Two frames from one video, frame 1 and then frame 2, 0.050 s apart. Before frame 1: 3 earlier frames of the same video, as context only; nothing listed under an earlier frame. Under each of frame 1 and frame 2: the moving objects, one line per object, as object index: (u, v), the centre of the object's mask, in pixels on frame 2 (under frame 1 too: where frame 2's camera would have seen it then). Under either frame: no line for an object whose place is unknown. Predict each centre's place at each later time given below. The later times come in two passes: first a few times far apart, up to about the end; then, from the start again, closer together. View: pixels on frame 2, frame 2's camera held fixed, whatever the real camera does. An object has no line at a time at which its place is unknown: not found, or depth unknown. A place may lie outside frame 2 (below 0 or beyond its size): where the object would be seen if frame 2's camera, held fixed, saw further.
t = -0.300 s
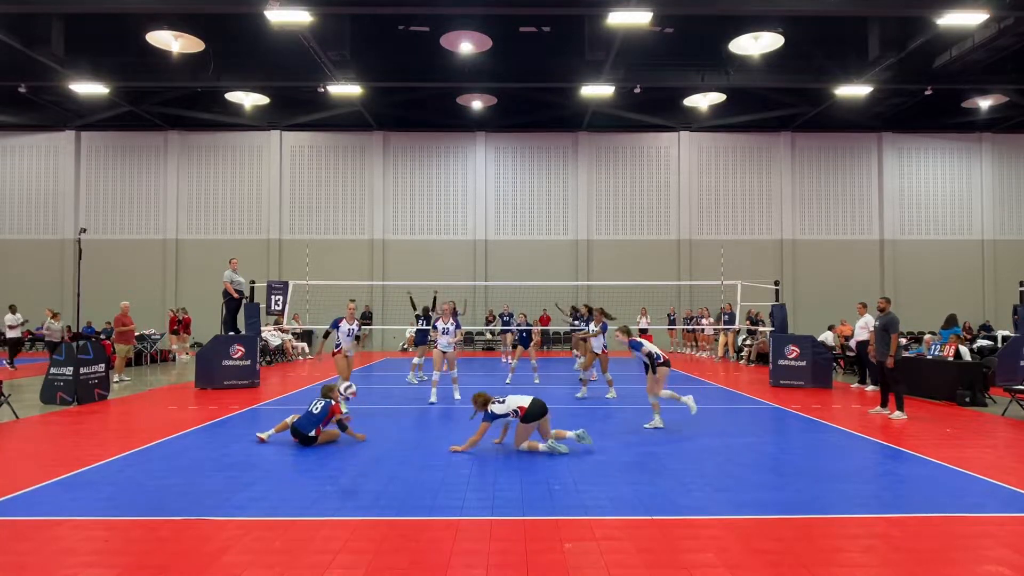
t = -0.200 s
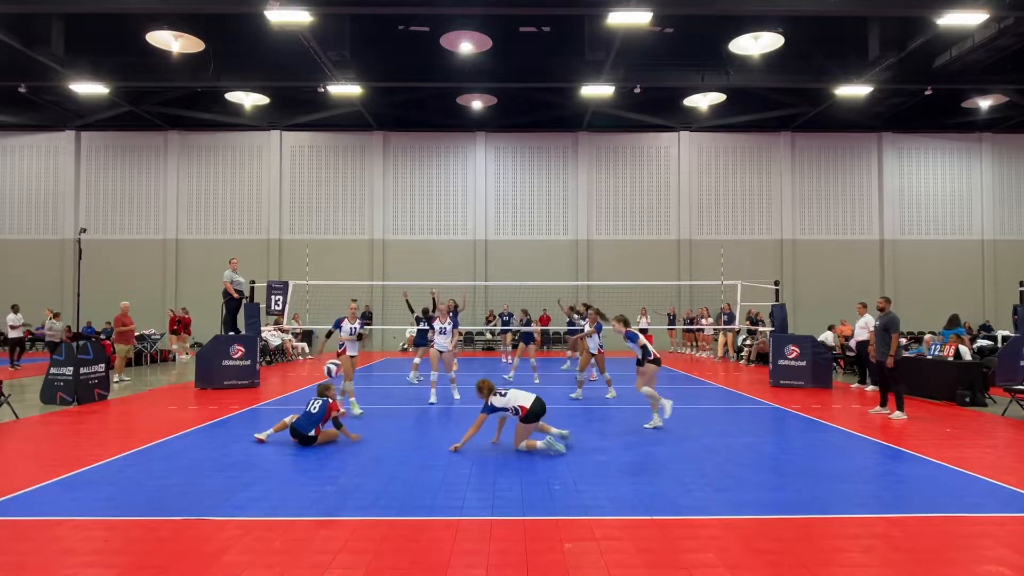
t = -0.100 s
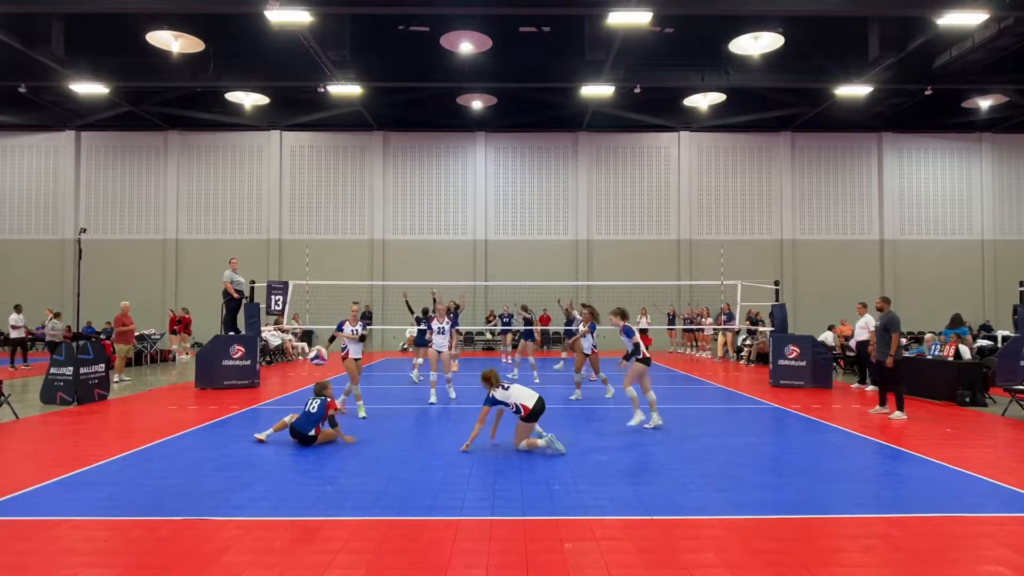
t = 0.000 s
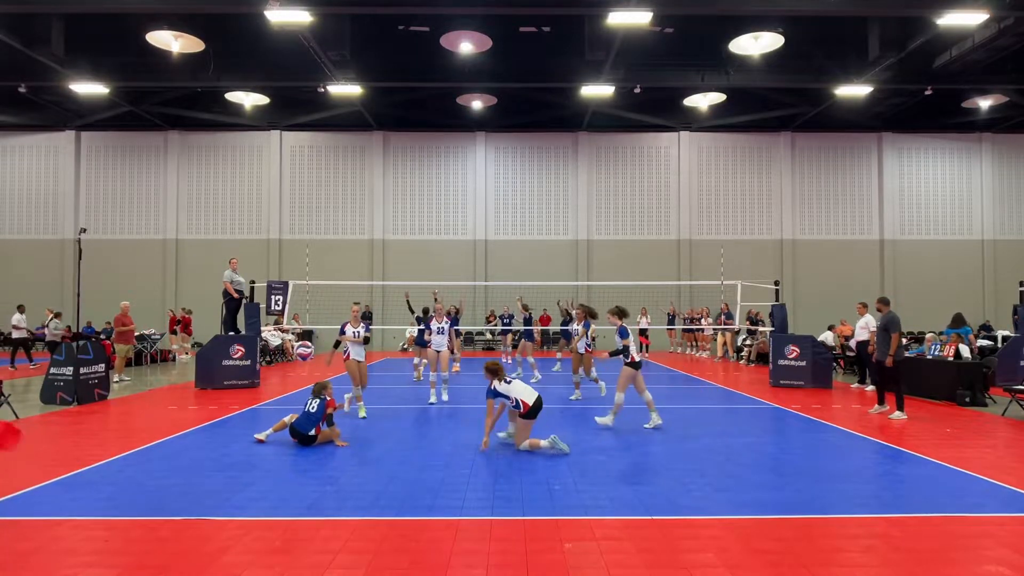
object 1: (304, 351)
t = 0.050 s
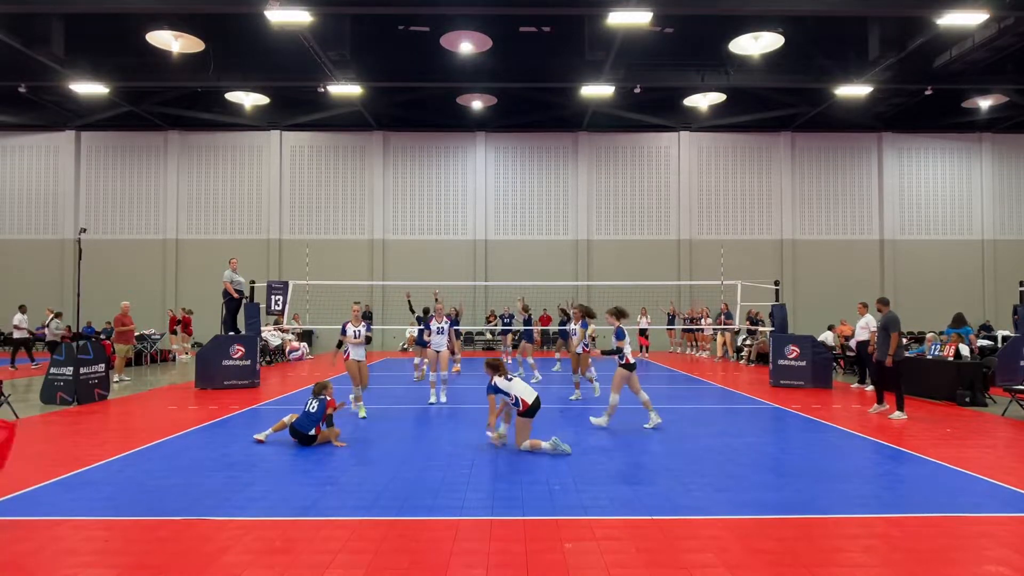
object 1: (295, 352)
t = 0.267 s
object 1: (262, 383)
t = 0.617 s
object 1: (206, 432)
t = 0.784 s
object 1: (179, 403)
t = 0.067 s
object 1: (292, 354)
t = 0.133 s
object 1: (283, 358)
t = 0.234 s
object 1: (268, 375)
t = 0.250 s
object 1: (264, 379)
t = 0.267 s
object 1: (262, 383)
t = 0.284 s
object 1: (259, 387)
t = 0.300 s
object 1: (257, 392)
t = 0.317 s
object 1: (254, 397)
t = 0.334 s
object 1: (251, 401)
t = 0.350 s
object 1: (248, 407)
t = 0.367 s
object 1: (246, 413)
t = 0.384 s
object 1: (242, 419)
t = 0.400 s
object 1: (239, 426)
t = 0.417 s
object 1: (237, 432)
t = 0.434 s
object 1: (235, 439)
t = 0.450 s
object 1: (232, 446)
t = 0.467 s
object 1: (230, 454)
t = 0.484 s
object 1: (227, 462)
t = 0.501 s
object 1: (224, 467)
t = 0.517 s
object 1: (221, 462)
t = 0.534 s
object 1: (219, 456)
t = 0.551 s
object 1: (216, 451)
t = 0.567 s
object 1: (214, 446)
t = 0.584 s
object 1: (212, 441)
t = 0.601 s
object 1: (209, 436)
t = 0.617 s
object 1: (206, 432)
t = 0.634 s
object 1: (204, 427)
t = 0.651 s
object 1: (201, 423)
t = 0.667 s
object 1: (198, 420)
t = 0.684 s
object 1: (195, 417)
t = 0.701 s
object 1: (193, 414)
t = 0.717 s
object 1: (190, 411)
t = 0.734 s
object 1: (187, 408)
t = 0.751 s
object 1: (185, 406)
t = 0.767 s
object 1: (182, 404)
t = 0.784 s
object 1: (179, 403)
